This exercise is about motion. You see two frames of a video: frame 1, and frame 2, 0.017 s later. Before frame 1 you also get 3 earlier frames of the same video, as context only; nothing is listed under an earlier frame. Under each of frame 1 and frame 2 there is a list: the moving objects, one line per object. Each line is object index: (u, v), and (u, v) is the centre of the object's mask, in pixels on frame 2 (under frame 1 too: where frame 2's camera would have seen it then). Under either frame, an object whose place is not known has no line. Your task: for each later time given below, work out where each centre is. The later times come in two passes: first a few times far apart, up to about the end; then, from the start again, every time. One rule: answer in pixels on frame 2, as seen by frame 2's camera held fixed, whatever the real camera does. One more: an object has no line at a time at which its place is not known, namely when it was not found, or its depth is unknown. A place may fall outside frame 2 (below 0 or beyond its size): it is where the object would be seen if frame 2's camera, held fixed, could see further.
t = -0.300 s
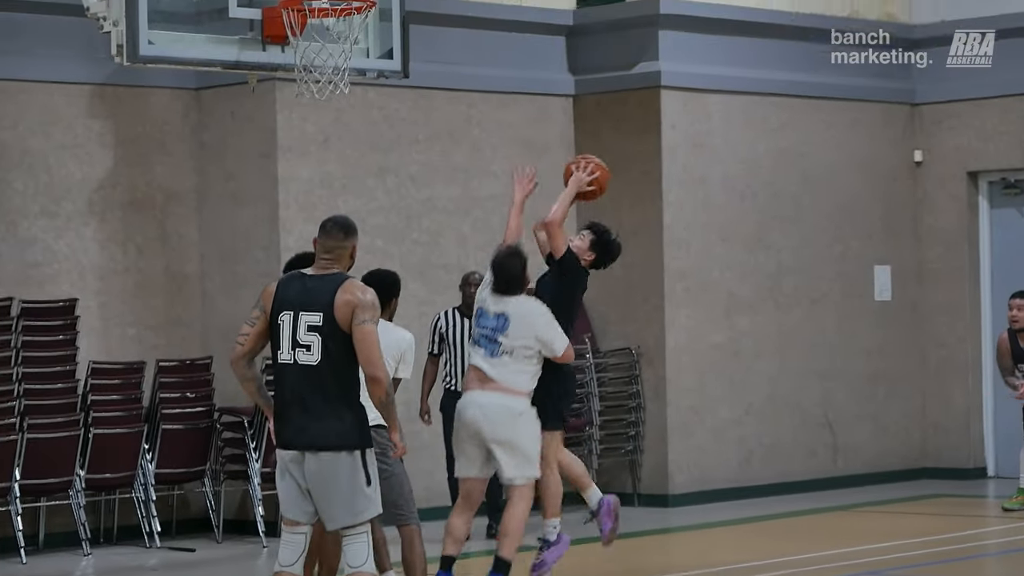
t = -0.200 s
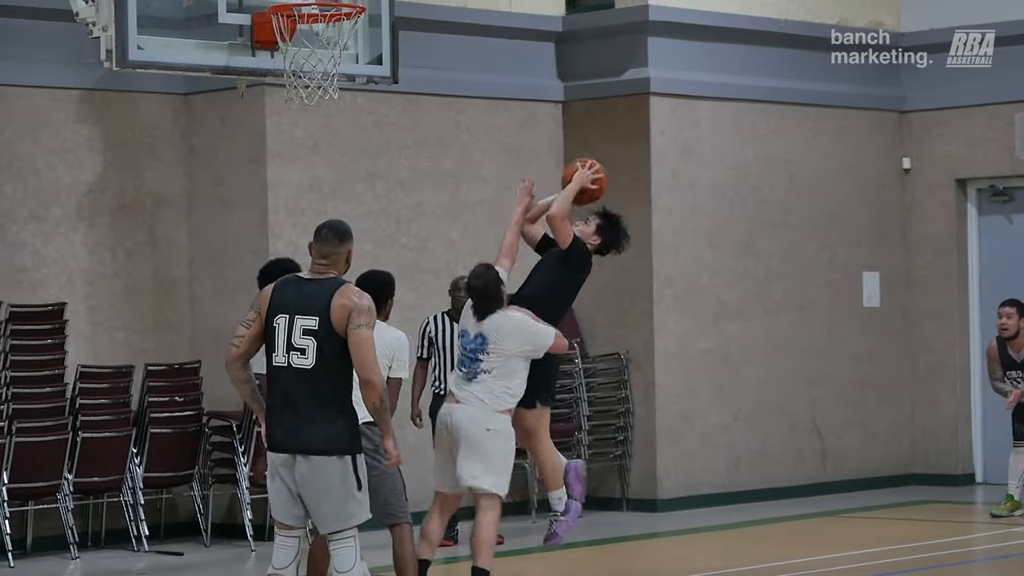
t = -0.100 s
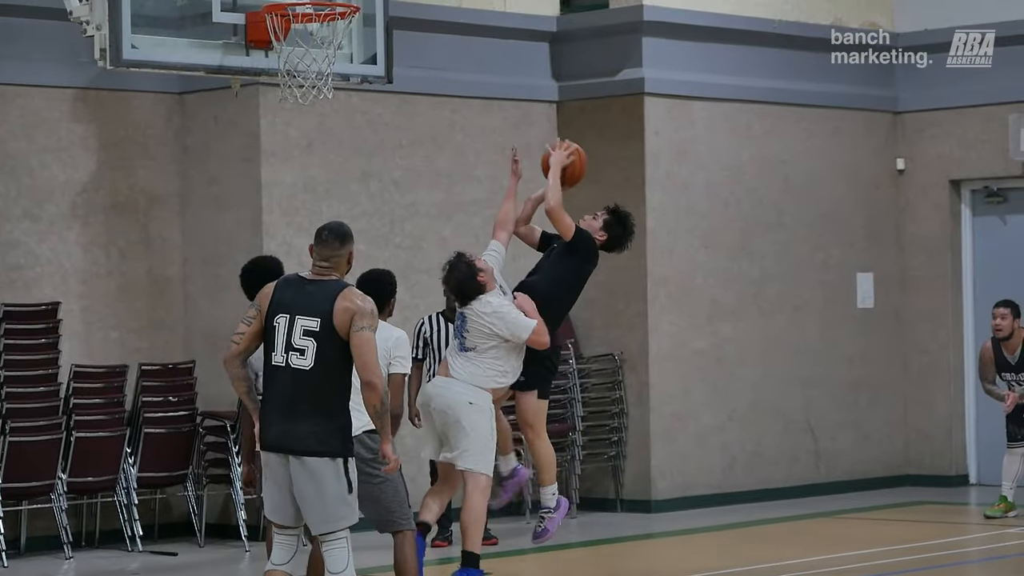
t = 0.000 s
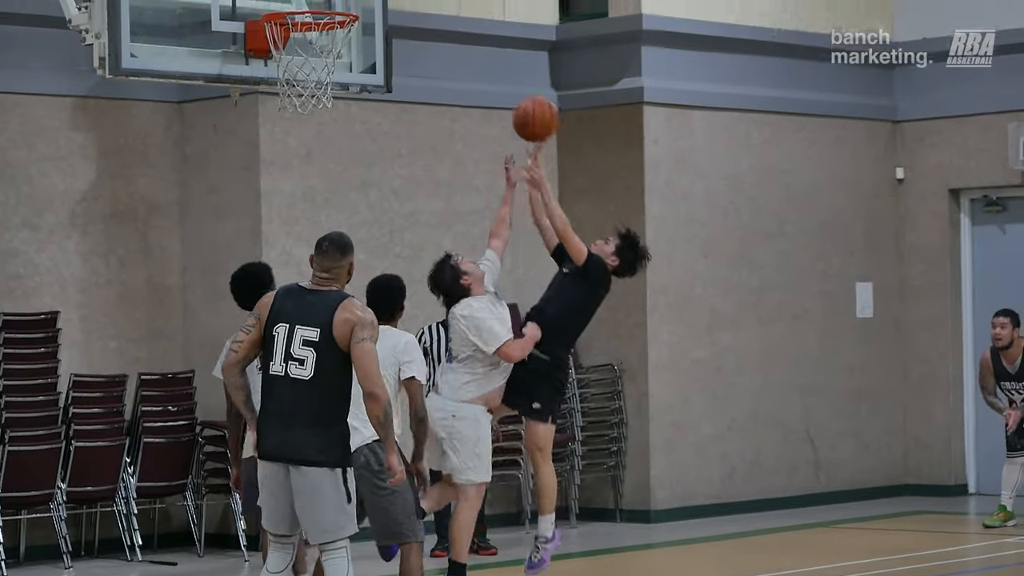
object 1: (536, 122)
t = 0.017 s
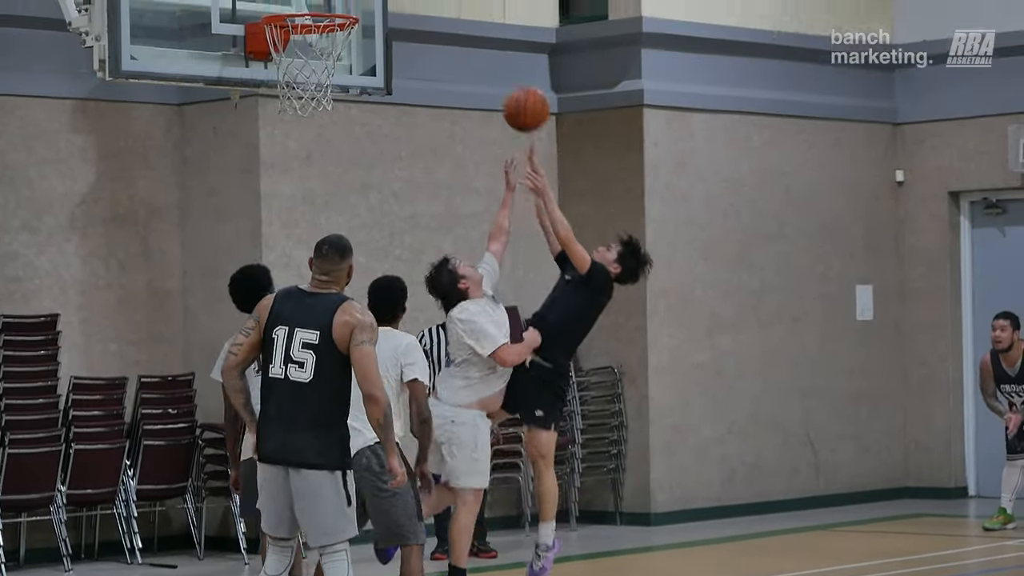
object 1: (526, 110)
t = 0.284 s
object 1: (379, -15)
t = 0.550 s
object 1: (302, -15)
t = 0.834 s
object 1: (313, 85)
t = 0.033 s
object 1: (517, 97)
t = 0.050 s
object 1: (508, 87)
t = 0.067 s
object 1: (499, 76)
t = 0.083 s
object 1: (490, 65)
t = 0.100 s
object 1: (481, 55)
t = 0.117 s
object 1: (471, 46)
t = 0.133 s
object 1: (461, 38)
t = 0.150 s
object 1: (452, 29)
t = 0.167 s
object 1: (444, 21)
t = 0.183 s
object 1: (434, 15)
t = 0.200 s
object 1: (424, 9)
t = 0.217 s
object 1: (415, 3)
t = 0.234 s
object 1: (407, -3)
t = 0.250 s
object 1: (397, -7)
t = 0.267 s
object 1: (388, -12)
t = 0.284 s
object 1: (379, -15)
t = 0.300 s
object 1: (370, -19)
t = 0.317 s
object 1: (361, -22)
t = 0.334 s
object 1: (352, -25)
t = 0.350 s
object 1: (343, -27)
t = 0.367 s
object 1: (333, -30)
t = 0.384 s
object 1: (324, -31)
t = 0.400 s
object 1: (314, -32)
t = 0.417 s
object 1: (305, -32)
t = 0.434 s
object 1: (303, -31)
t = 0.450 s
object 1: (303, -31)
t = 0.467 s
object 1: (303, -30)
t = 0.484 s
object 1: (302, -28)
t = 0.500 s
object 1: (302, -25)
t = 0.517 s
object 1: (303, -23)
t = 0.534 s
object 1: (302, -19)
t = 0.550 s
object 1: (302, -15)
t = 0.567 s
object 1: (302, -11)
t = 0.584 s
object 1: (302, -7)
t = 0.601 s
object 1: (303, -5)
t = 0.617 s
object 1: (303, -2)
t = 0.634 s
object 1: (303, 10)
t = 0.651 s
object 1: (303, 19)
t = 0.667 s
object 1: (304, 29)
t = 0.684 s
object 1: (303, 38)
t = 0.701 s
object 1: (303, 44)
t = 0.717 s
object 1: (303, 51)
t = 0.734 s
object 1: (305, 58)
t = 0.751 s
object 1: (307, 62)
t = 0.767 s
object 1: (309, 65)
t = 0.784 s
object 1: (310, 67)
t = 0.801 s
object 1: (312, 70)
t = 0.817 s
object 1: (311, 83)
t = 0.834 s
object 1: (313, 85)
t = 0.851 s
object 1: (315, 87)
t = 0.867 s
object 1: (317, 91)
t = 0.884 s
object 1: (319, 94)
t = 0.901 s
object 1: (321, 99)
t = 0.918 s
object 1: (322, 105)
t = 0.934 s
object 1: (324, 113)
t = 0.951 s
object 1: (326, 121)
